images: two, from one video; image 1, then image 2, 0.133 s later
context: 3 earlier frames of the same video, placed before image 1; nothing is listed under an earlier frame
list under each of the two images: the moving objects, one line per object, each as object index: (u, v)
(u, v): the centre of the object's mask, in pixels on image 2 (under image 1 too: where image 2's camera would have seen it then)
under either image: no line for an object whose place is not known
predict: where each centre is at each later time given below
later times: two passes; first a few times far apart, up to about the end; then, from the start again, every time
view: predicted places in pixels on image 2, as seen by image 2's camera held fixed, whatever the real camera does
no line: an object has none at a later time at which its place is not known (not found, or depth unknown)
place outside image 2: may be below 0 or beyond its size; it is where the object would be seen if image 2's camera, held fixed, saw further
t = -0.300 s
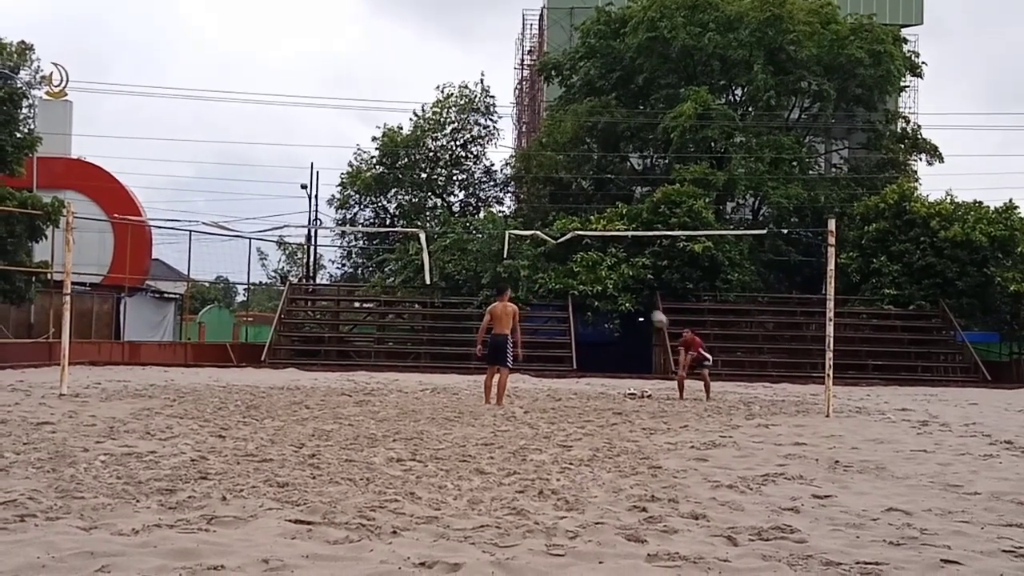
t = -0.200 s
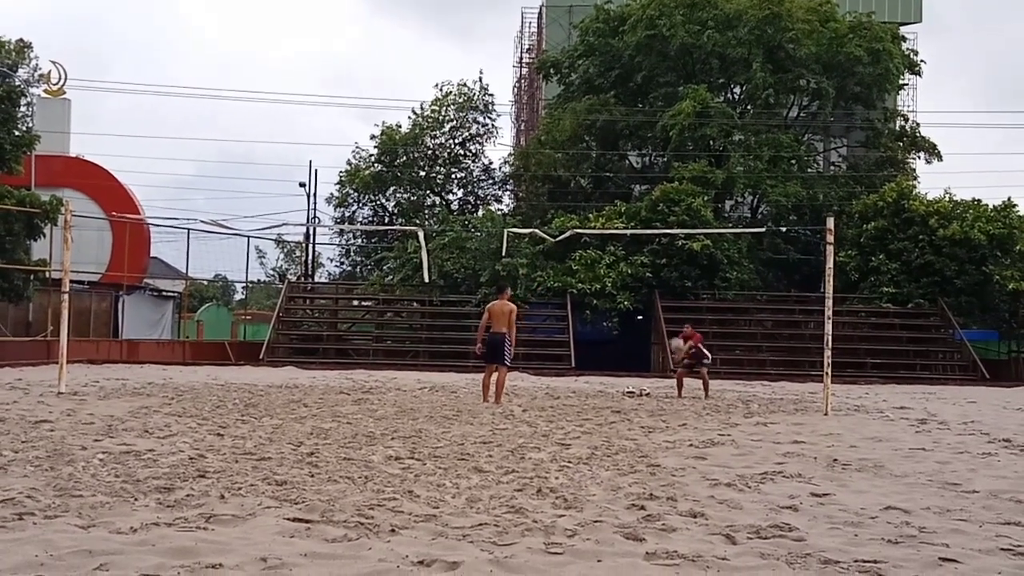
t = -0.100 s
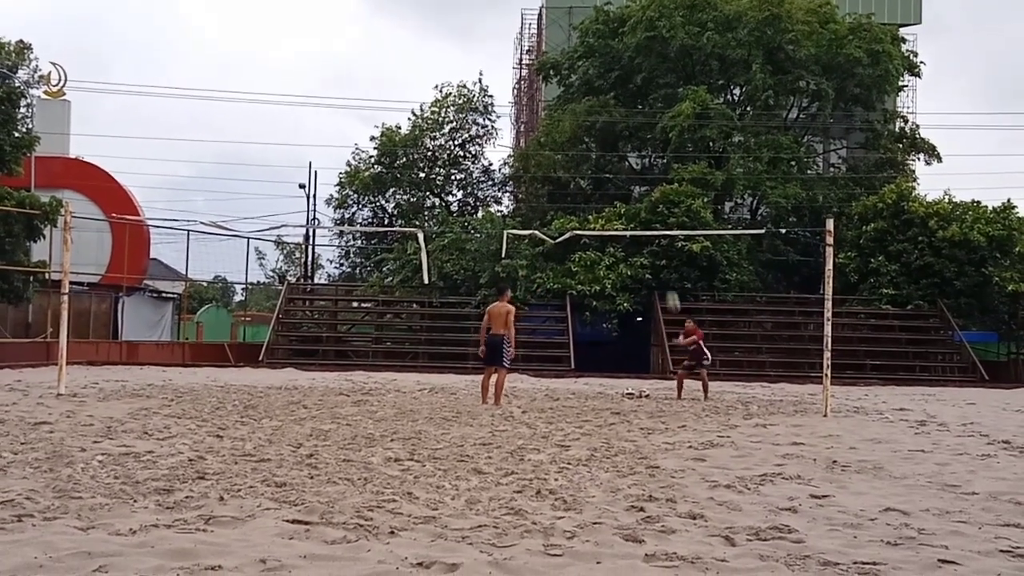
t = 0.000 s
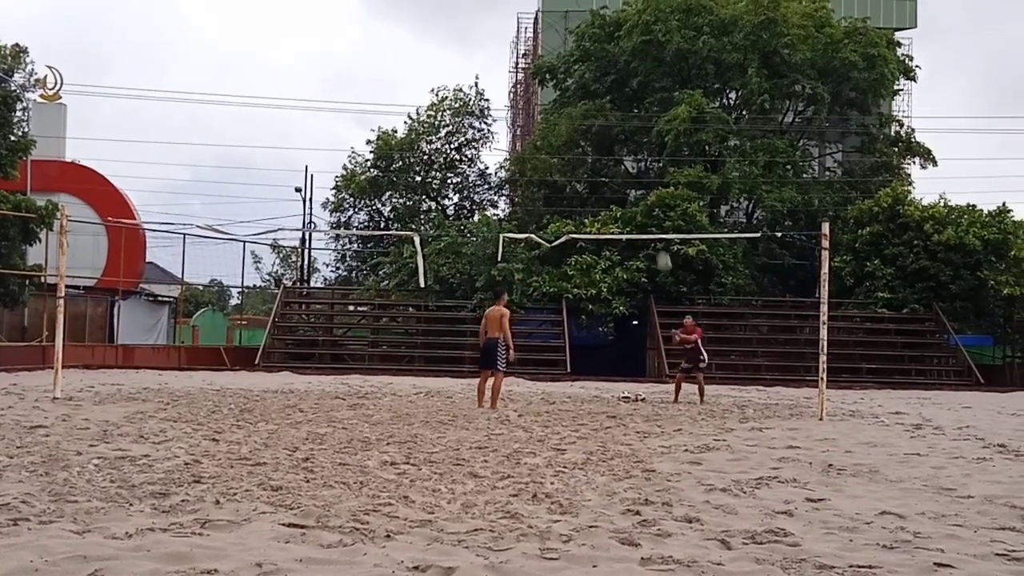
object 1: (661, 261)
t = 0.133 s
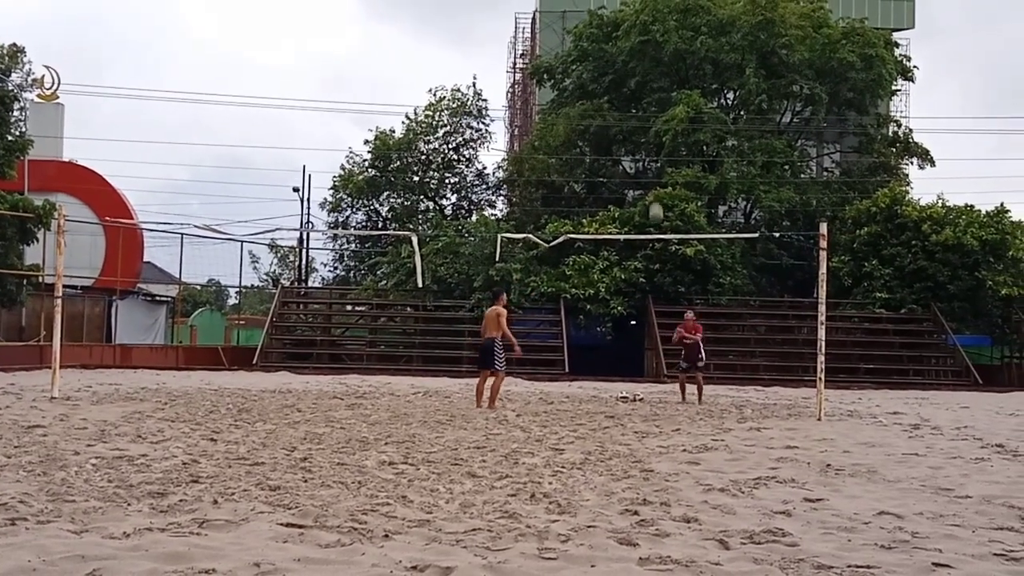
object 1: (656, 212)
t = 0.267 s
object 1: (651, 174)
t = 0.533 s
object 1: (640, 132)
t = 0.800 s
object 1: (628, 135)
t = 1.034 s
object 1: (616, 178)
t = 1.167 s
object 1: (611, 218)
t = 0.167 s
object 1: (654, 201)
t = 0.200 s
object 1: (654, 192)
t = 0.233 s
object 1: (652, 182)
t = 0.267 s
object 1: (651, 174)
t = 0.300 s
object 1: (650, 167)
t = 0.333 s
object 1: (649, 159)
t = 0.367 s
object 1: (647, 152)
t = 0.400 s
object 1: (646, 147)
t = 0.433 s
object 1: (644, 142)
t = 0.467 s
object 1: (643, 138)
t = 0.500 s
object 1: (642, 135)
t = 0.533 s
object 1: (640, 132)
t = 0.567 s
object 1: (639, 130)
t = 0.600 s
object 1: (638, 128)
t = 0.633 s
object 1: (636, 128)
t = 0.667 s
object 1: (635, 128)
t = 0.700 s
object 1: (633, 128)
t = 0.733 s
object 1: (631, 129)
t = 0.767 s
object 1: (630, 131)
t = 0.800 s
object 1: (628, 135)
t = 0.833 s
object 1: (626, 138)
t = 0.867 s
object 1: (624, 143)
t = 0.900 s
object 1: (623, 148)
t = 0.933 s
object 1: (622, 154)
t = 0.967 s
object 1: (621, 160)
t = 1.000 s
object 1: (618, 169)
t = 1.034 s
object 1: (616, 178)
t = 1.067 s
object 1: (615, 187)
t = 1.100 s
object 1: (614, 196)
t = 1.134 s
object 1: (612, 207)
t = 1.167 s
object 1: (611, 218)
